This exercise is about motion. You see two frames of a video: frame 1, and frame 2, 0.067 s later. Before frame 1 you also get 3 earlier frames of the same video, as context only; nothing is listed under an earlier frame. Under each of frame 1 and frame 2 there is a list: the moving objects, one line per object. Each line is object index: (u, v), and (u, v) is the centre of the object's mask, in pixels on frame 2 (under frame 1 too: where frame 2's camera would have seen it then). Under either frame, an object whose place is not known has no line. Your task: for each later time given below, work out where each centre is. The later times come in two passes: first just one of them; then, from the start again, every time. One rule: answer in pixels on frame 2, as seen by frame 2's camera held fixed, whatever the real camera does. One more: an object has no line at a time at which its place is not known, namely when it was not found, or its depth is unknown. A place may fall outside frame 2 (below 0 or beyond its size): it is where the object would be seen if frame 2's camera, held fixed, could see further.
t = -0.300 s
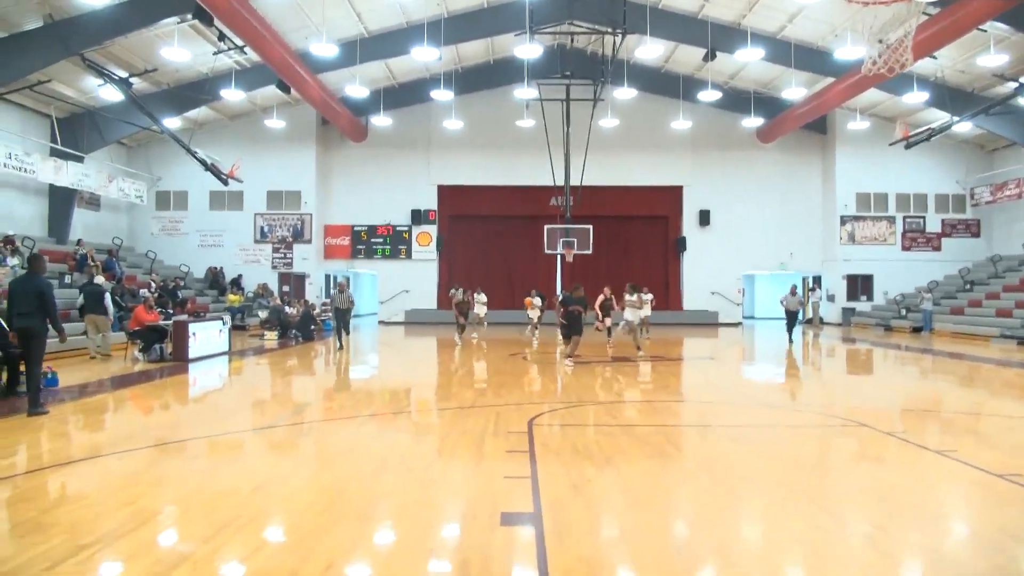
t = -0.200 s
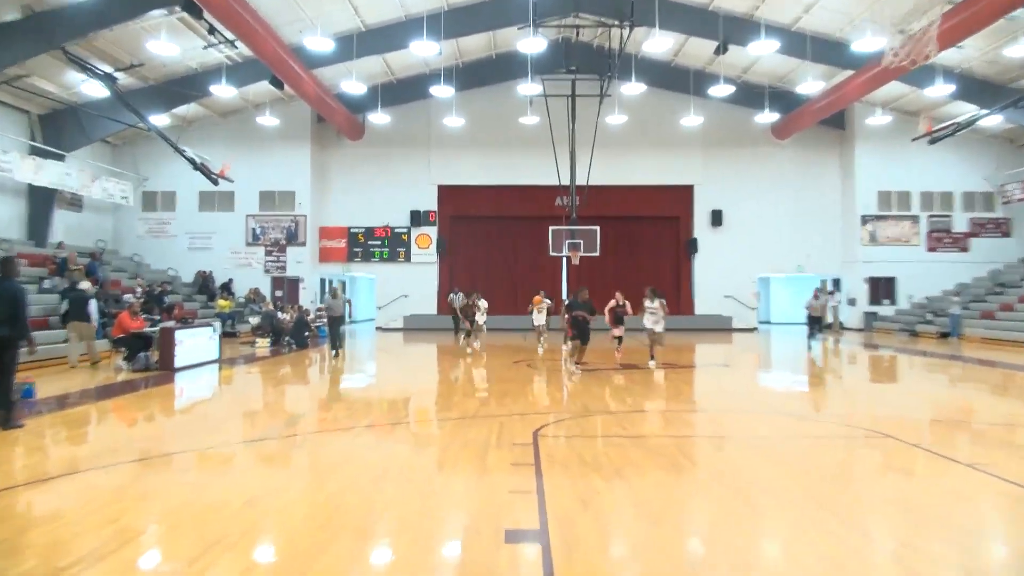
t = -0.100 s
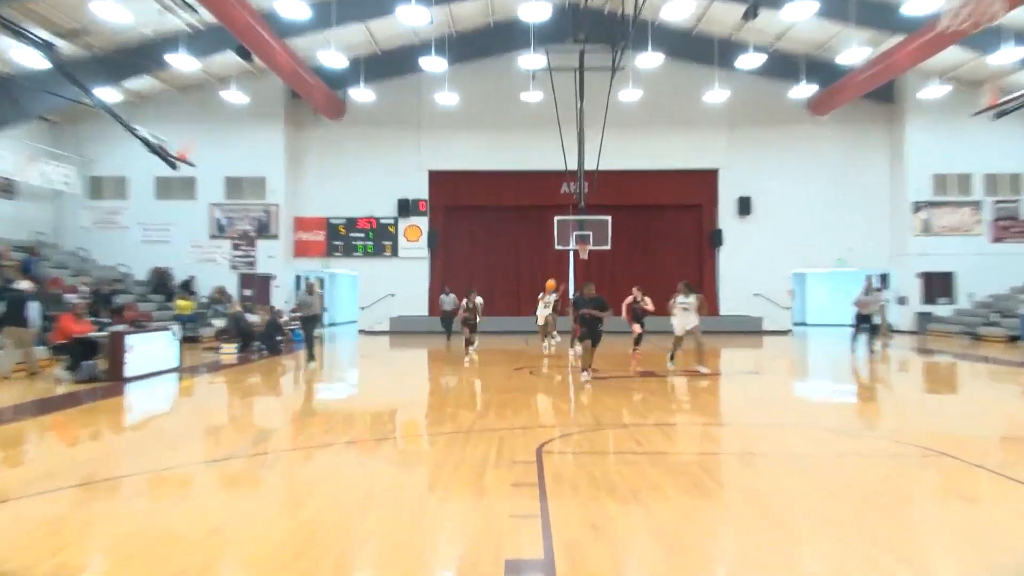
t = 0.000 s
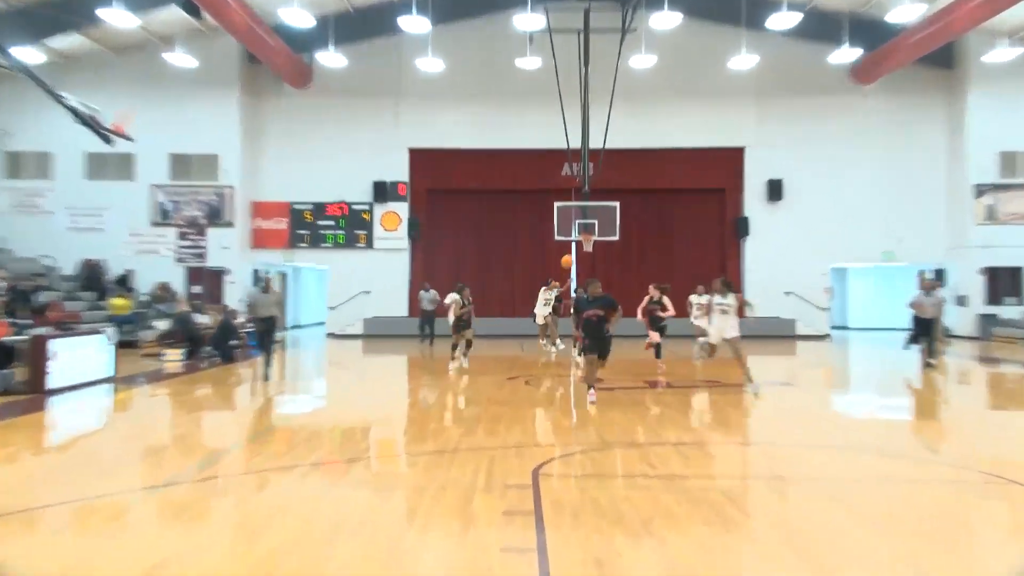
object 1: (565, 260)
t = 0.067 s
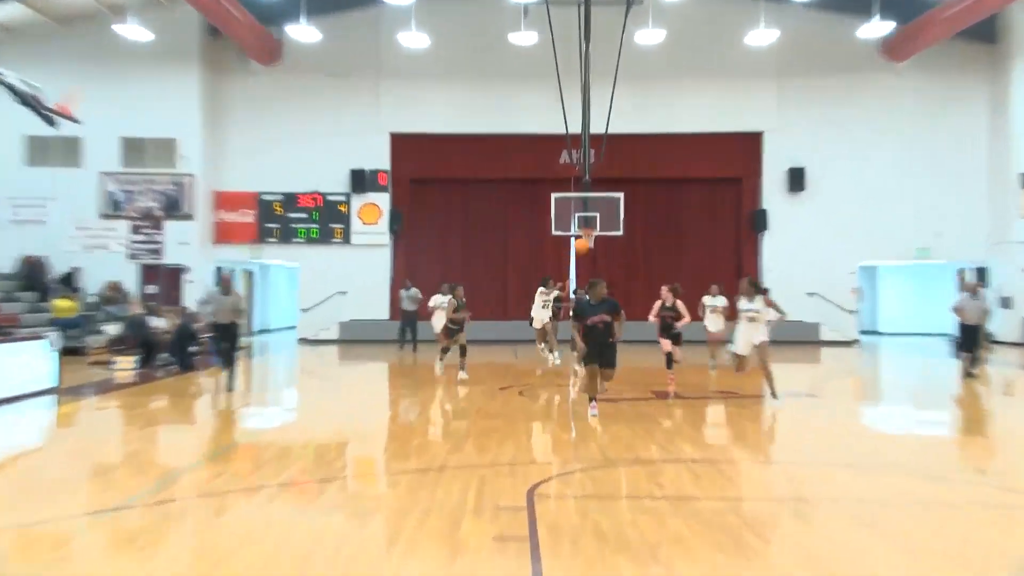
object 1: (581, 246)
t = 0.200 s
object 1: (618, 222)
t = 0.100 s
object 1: (588, 239)
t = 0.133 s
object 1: (598, 234)
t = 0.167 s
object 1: (607, 228)
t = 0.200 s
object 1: (618, 222)
